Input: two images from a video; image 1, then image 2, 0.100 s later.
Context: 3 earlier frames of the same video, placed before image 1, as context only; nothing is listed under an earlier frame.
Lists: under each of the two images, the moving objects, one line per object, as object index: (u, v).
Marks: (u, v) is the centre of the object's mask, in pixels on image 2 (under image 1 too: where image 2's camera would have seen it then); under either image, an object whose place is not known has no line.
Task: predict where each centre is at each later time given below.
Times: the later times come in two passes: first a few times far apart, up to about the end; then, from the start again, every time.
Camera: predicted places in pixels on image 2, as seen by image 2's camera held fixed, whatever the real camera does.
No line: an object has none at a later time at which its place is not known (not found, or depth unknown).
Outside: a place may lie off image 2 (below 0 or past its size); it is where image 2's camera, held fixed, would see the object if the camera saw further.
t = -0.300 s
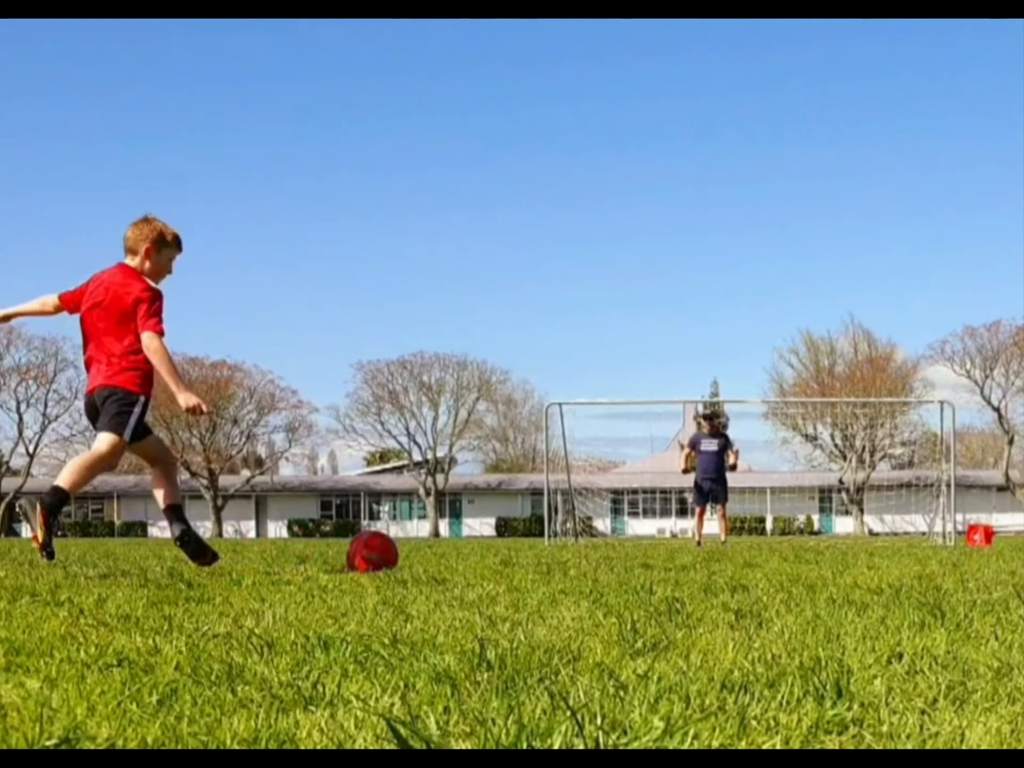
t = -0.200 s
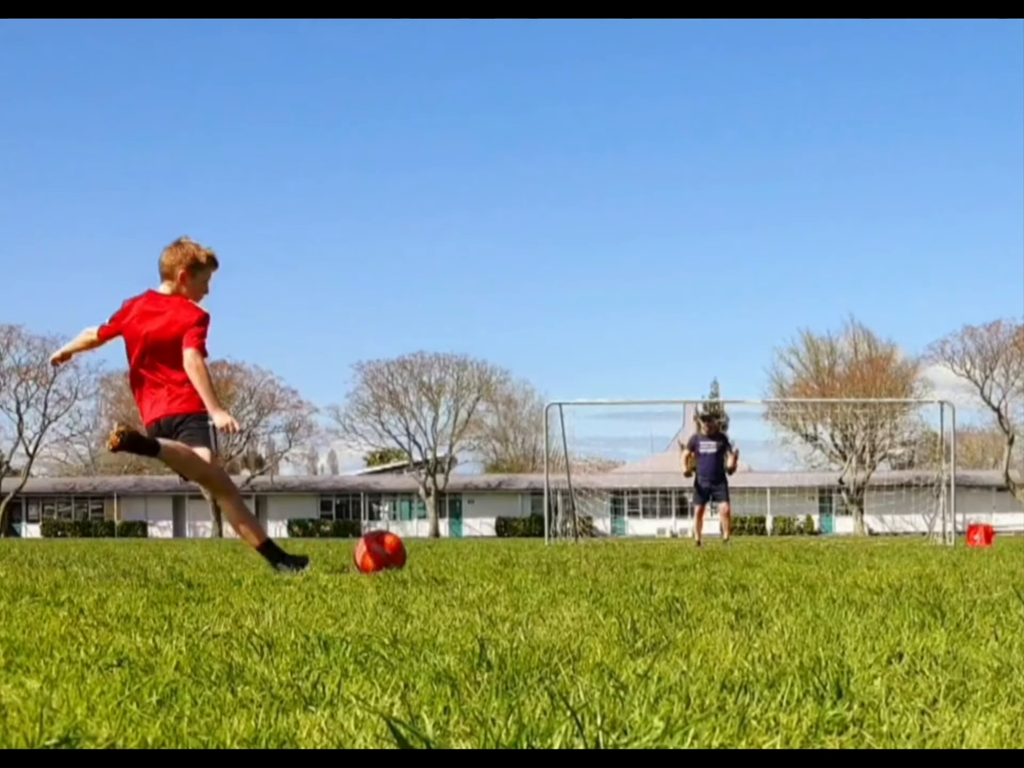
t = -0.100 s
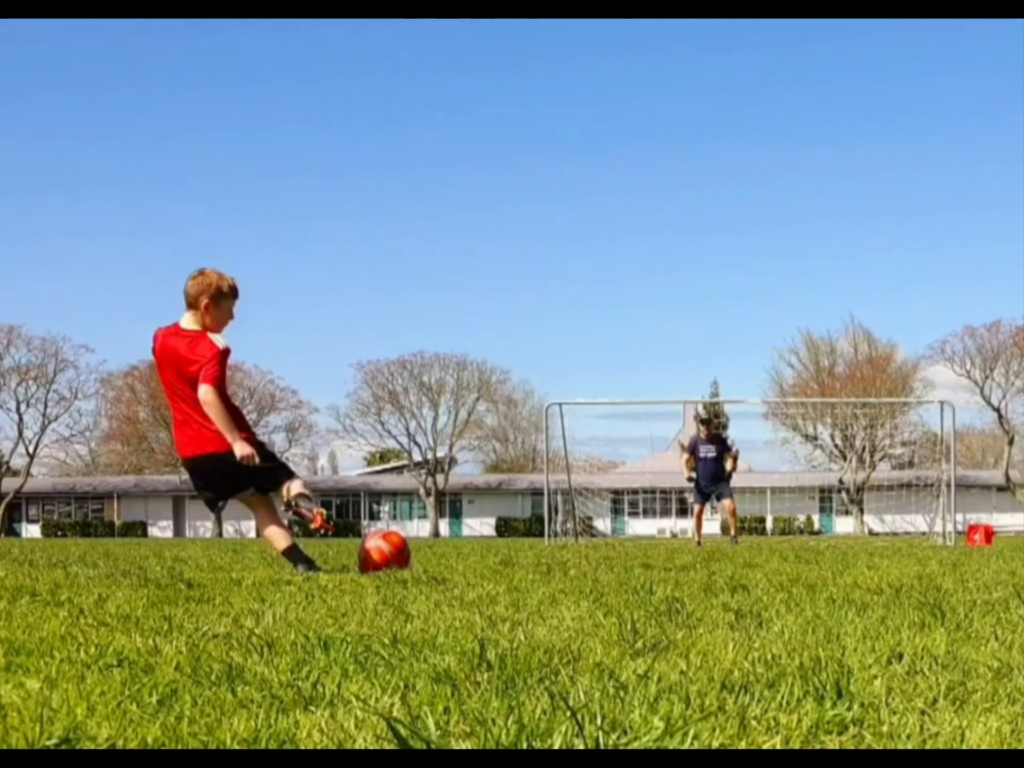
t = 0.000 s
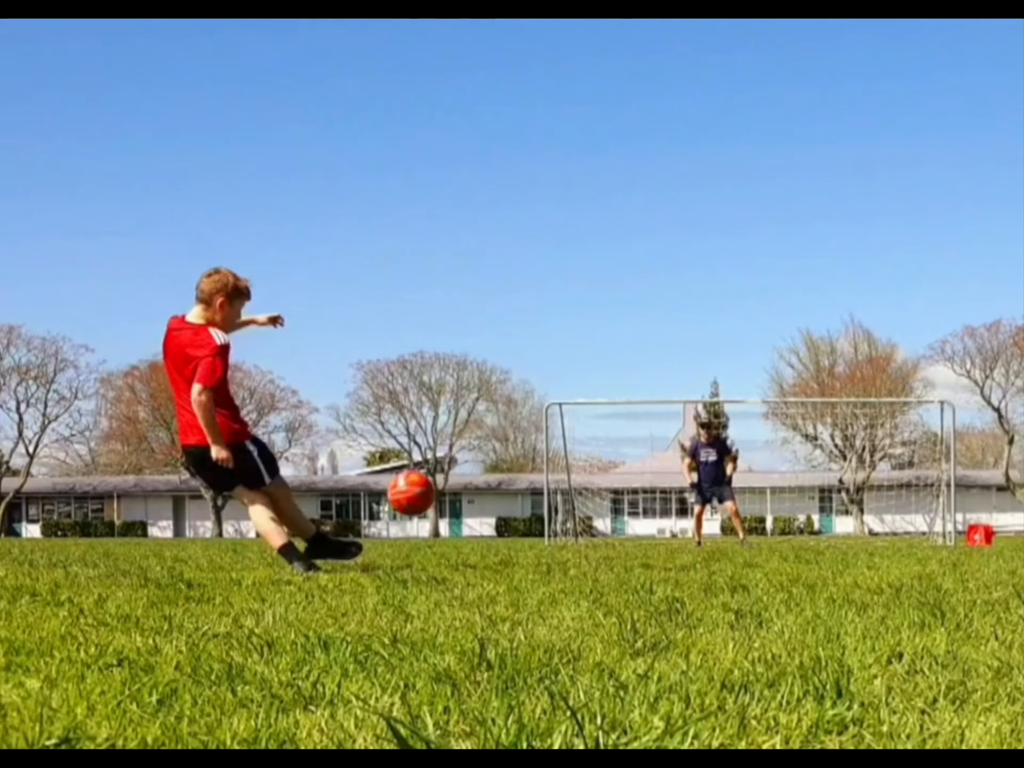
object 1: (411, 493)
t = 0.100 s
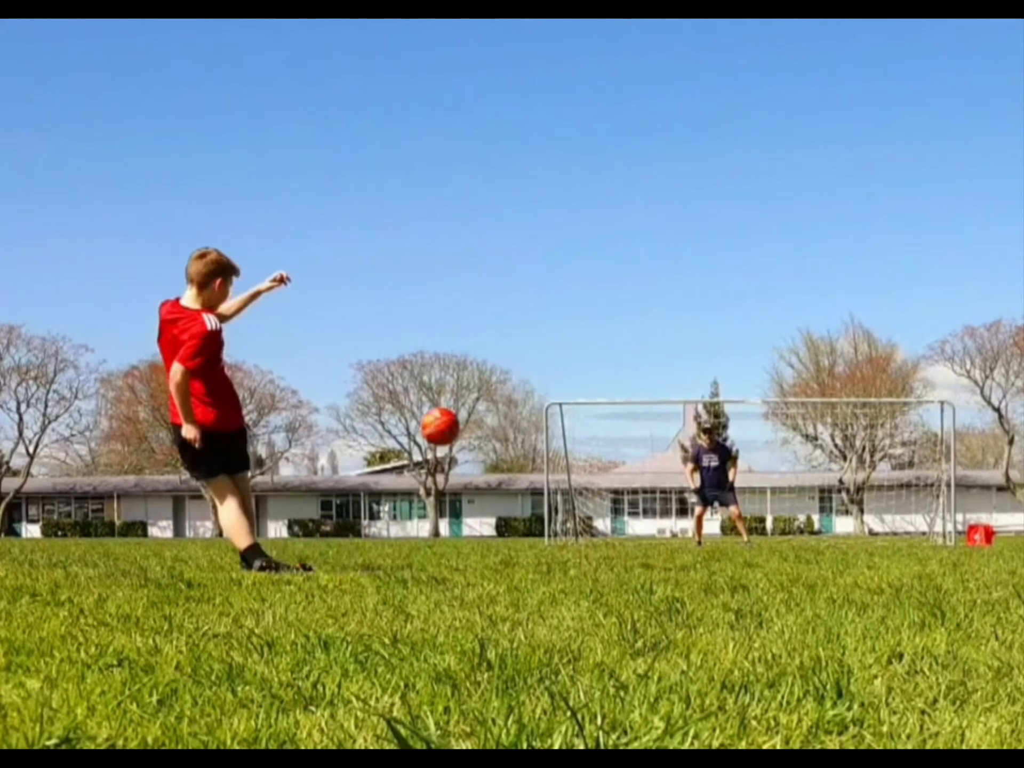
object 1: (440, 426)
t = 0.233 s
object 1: (473, 377)
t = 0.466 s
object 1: (521, 351)
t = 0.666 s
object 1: (557, 362)
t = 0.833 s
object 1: (582, 388)
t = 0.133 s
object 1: (449, 410)
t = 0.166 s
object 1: (457, 397)
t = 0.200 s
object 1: (465, 386)
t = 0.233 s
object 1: (473, 377)
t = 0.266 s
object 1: (481, 370)
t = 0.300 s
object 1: (488, 364)
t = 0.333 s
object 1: (495, 359)
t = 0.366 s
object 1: (502, 356)
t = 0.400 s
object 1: (508, 354)
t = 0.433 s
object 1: (515, 352)
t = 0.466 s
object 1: (521, 351)
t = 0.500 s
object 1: (527, 350)
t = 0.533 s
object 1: (533, 351)
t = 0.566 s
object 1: (539, 352)
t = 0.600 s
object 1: (545, 355)
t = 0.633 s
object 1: (551, 358)
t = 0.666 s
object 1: (557, 362)
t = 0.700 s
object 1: (562, 366)
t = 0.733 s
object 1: (567, 371)
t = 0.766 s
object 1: (573, 376)
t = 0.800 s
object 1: (577, 382)
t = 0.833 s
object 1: (582, 388)
